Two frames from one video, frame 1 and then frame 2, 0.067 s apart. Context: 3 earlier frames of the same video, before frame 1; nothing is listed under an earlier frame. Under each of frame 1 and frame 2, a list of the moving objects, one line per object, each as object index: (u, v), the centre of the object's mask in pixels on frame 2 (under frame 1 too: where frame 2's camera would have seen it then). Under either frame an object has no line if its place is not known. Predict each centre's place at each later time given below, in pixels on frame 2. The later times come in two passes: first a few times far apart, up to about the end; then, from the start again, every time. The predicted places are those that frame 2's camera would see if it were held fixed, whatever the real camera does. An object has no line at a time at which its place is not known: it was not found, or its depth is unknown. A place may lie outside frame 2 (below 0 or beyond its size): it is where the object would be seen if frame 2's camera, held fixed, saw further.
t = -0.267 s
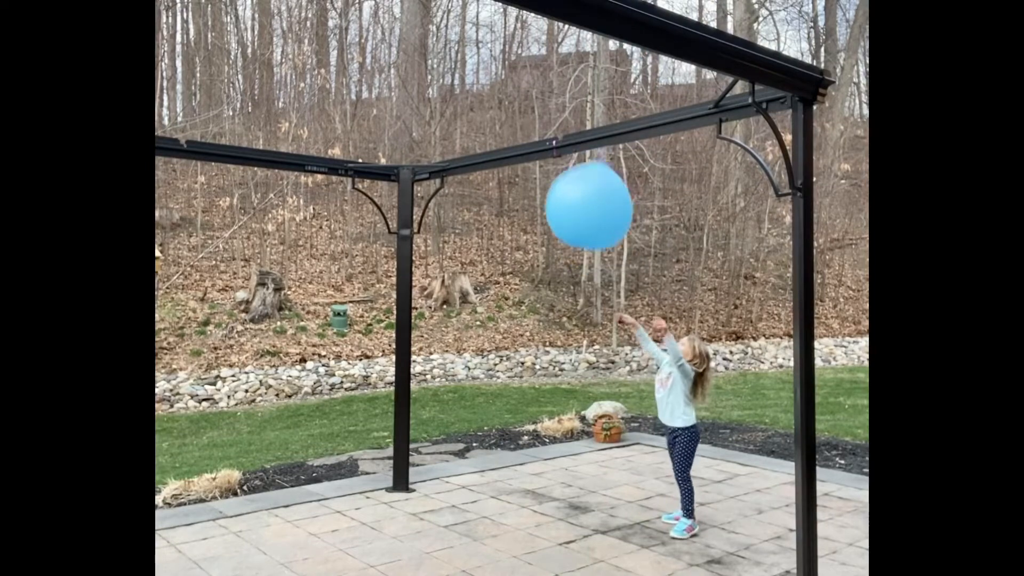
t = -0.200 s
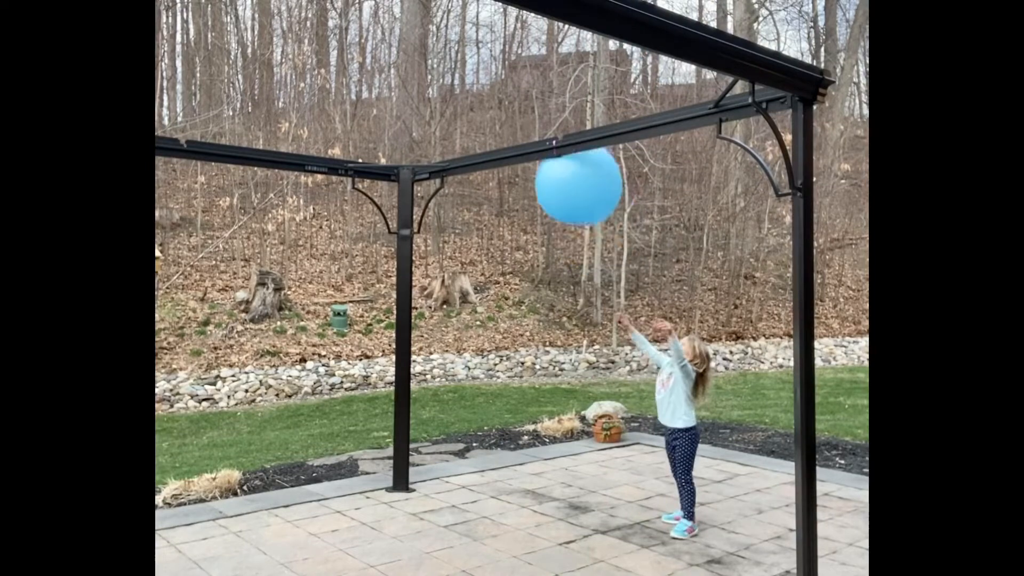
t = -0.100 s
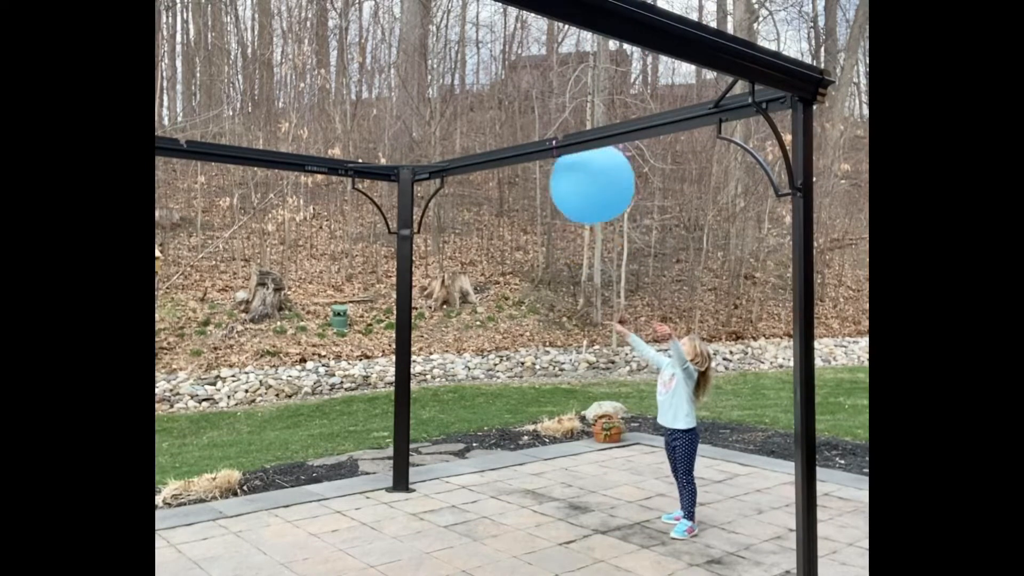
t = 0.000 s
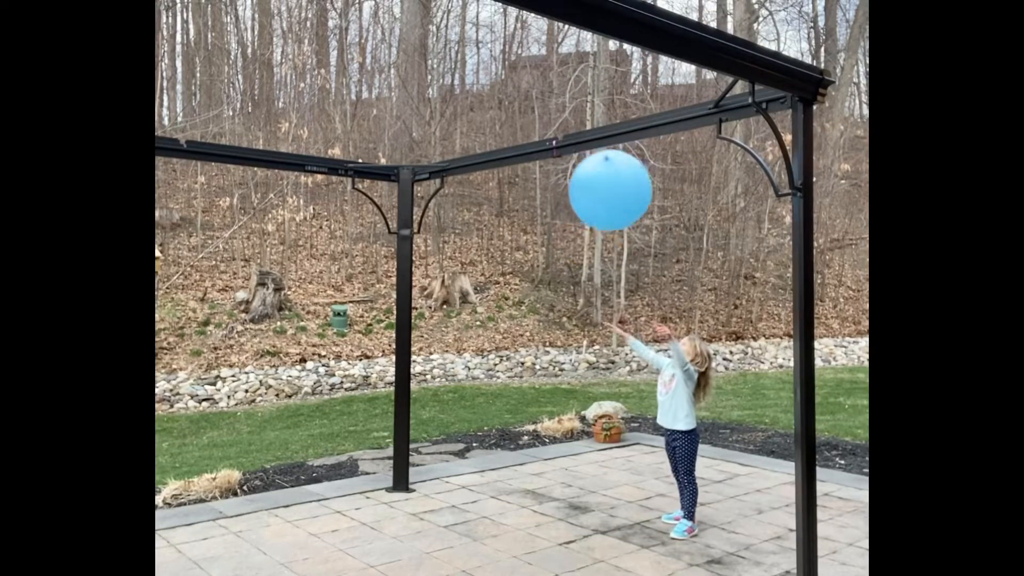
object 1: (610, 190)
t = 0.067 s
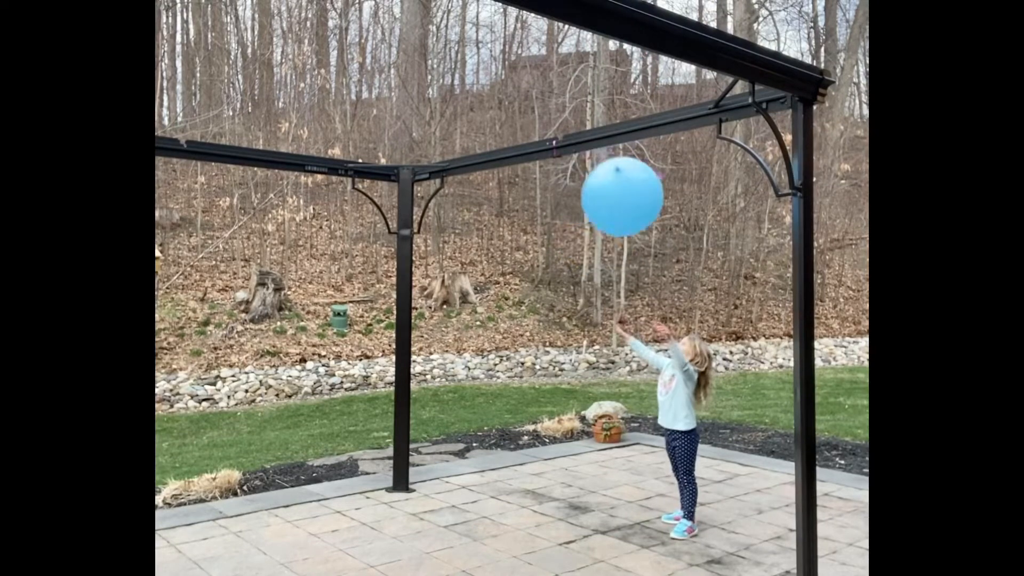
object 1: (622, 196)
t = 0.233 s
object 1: (652, 216)
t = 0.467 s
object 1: (680, 250)
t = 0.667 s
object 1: (662, 249)
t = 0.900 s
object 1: (640, 261)
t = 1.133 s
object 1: (625, 279)
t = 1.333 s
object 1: (619, 302)
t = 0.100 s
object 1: (628, 200)
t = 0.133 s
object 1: (634, 204)
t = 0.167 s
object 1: (640, 208)
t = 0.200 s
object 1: (646, 212)
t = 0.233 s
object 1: (652, 216)
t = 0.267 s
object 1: (658, 221)
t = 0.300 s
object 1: (663, 226)
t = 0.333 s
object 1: (669, 231)
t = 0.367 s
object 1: (674, 237)
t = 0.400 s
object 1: (679, 243)
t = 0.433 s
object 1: (681, 248)
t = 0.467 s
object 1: (680, 250)
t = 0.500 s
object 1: (677, 250)
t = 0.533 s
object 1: (674, 249)
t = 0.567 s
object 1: (670, 249)
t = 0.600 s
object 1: (667, 249)
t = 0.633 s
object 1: (665, 249)
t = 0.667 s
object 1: (662, 249)
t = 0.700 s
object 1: (659, 249)
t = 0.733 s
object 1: (656, 250)
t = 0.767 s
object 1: (653, 252)
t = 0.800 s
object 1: (649, 254)
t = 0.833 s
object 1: (646, 256)
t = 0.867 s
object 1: (643, 258)
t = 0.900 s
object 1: (640, 261)
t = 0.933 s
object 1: (637, 263)
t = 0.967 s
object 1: (635, 265)
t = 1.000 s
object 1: (632, 267)
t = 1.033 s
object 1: (630, 270)
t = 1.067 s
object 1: (628, 273)
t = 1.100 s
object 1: (626, 276)
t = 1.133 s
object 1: (625, 279)
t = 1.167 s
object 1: (623, 282)
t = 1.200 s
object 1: (622, 285)
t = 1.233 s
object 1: (621, 289)
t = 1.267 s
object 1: (620, 293)
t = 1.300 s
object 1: (620, 297)
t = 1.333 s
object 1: (619, 302)
